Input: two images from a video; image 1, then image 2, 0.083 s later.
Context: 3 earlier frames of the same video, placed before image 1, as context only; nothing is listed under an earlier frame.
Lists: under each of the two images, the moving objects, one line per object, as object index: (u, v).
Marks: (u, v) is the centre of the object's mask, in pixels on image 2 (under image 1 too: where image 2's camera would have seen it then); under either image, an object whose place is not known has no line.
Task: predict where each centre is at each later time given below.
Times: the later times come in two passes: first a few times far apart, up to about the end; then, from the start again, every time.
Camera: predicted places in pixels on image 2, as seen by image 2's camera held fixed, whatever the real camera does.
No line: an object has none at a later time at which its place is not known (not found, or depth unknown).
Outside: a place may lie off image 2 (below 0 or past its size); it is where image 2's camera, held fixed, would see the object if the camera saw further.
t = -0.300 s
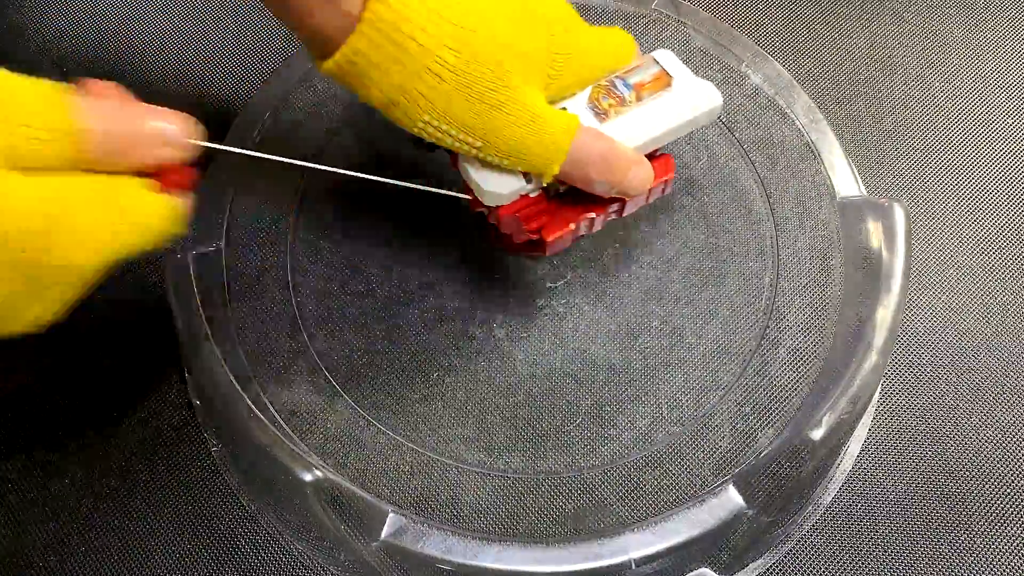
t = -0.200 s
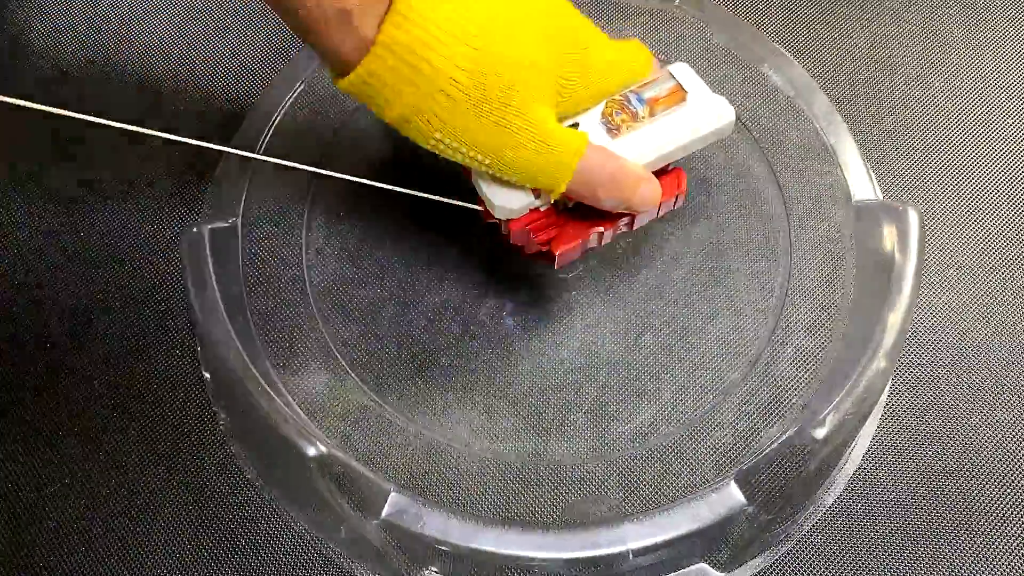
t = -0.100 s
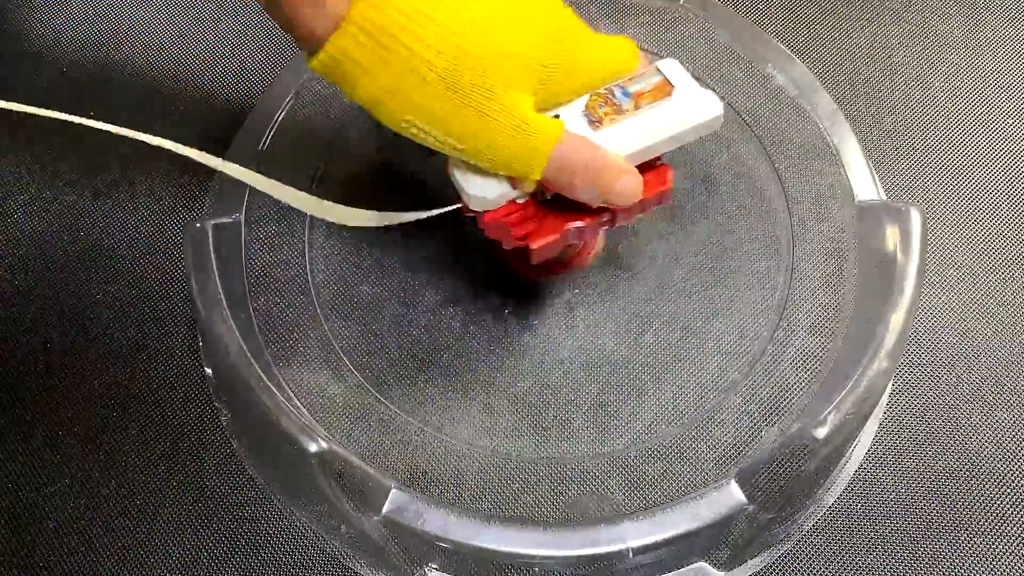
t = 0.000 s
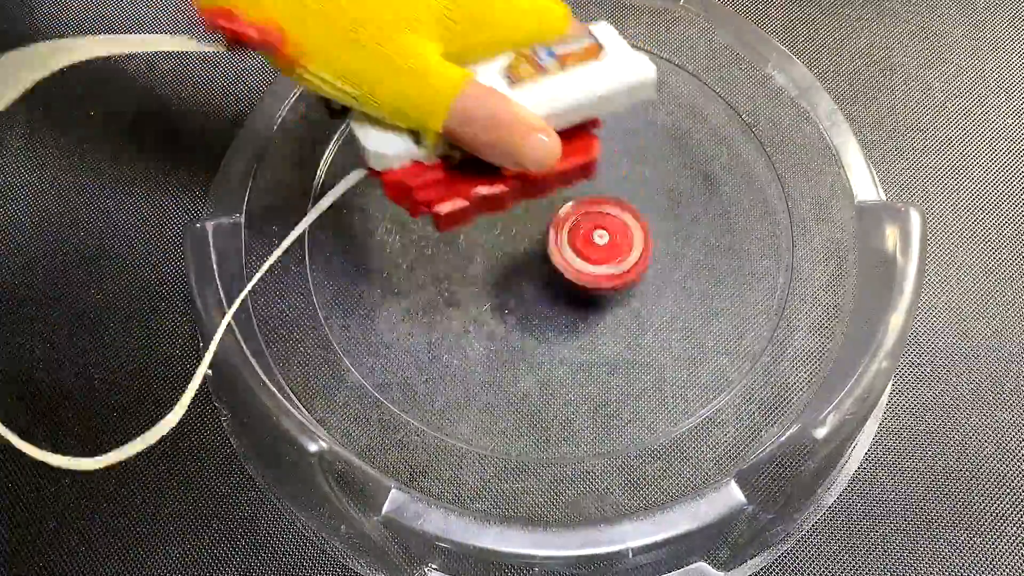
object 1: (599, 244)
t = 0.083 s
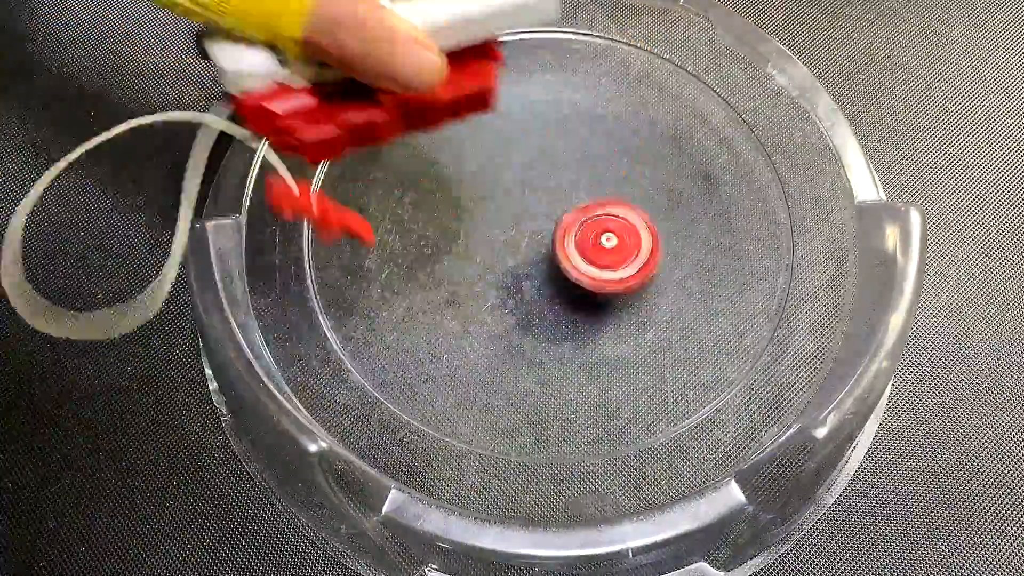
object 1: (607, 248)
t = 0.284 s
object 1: (562, 217)
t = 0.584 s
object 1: (533, 214)
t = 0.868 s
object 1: (541, 217)
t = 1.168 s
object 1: (532, 210)
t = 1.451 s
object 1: (535, 221)
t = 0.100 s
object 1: (606, 245)
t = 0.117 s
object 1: (603, 243)
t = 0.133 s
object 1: (601, 242)
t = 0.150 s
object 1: (597, 239)
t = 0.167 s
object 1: (593, 237)
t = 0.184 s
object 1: (589, 234)
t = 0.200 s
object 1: (584, 231)
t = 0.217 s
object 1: (579, 228)
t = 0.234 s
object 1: (576, 225)
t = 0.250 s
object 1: (571, 221)
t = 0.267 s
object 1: (566, 219)
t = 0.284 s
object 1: (562, 217)
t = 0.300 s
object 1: (559, 215)
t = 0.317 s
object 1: (555, 213)
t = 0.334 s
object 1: (551, 212)
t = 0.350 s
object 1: (548, 211)
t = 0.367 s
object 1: (545, 211)
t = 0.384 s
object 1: (543, 211)
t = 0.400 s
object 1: (541, 211)
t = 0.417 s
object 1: (539, 211)
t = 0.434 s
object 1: (538, 212)
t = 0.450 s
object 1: (537, 211)
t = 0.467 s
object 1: (536, 211)
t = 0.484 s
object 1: (536, 211)
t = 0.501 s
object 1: (535, 211)
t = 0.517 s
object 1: (534, 212)
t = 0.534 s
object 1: (535, 212)
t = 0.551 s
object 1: (534, 213)
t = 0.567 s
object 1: (534, 213)
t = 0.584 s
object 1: (533, 214)
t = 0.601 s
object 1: (534, 214)
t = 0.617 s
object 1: (534, 214)
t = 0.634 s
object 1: (534, 214)
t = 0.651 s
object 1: (534, 214)
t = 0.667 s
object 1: (536, 215)
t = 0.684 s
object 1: (536, 214)
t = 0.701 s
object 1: (537, 214)
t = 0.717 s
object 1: (538, 215)
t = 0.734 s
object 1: (538, 215)
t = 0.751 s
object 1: (539, 216)
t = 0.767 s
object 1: (539, 216)
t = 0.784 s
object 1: (540, 216)
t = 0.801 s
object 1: (540, 217)
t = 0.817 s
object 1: (541, 218)
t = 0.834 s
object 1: (541, 218)
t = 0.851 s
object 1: (541, 217)
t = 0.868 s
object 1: (541, 217)
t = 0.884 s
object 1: (542, 216)
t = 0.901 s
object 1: (542, 215)
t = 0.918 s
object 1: (541, 213)
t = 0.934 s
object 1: (541, 212)
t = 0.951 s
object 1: (541, 210)
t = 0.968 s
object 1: (540, 209)
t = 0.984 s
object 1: (539, 209)
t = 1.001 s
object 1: (539, 209)
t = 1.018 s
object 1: (539, 208)
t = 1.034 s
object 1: (538, 208)
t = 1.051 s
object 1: (537, 208)
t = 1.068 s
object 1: (536, 208)
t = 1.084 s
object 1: (536, 208)
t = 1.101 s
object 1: (536, 208)
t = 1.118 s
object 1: (535, 208)
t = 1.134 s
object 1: (535, 209)
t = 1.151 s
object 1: (534, 210)
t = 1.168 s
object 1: (532, 210)
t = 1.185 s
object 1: (531, 212)
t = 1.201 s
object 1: (530, 212)
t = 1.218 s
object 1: (530, 212)
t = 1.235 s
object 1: (529, 212)
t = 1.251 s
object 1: (528, 213)
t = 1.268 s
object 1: (529, 214)
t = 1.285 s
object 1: (527, 214)
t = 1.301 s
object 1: (527, 215)
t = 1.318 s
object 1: (526, 215)
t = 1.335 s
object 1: (528, 216)
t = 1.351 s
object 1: (527, 217)
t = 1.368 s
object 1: (528, 218)
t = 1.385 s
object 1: (529, 219)
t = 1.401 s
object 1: (532, 220)
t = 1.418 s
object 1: (532, 220)
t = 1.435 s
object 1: (533, 221)
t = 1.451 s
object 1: (535, 221)
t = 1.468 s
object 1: (535, 221)
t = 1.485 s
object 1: (536, 222)
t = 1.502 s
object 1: (537, 223)
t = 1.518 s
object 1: (539, 223)
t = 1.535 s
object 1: (539, 223)
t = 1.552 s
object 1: (539, 224)
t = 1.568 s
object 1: (540, 225)
